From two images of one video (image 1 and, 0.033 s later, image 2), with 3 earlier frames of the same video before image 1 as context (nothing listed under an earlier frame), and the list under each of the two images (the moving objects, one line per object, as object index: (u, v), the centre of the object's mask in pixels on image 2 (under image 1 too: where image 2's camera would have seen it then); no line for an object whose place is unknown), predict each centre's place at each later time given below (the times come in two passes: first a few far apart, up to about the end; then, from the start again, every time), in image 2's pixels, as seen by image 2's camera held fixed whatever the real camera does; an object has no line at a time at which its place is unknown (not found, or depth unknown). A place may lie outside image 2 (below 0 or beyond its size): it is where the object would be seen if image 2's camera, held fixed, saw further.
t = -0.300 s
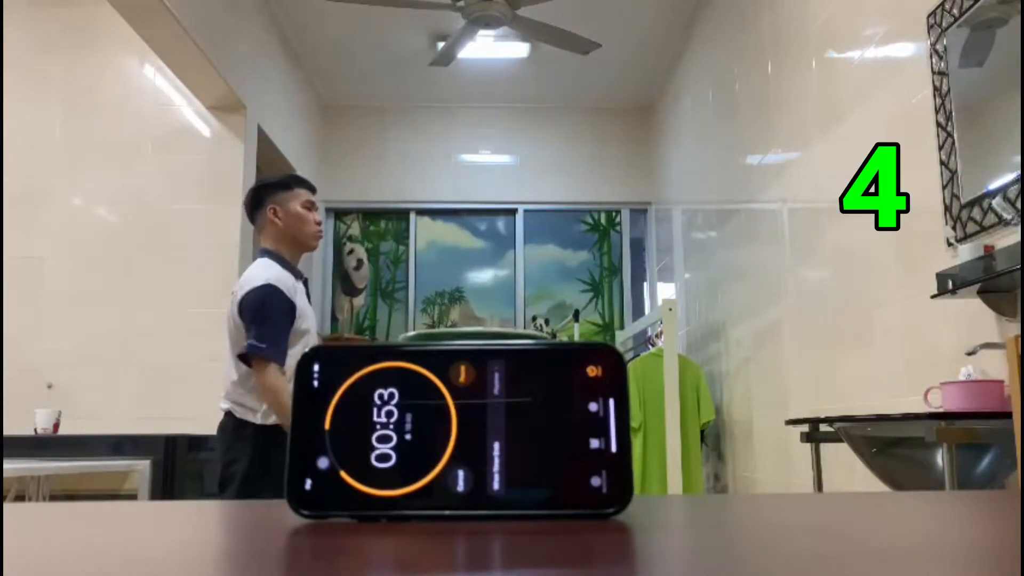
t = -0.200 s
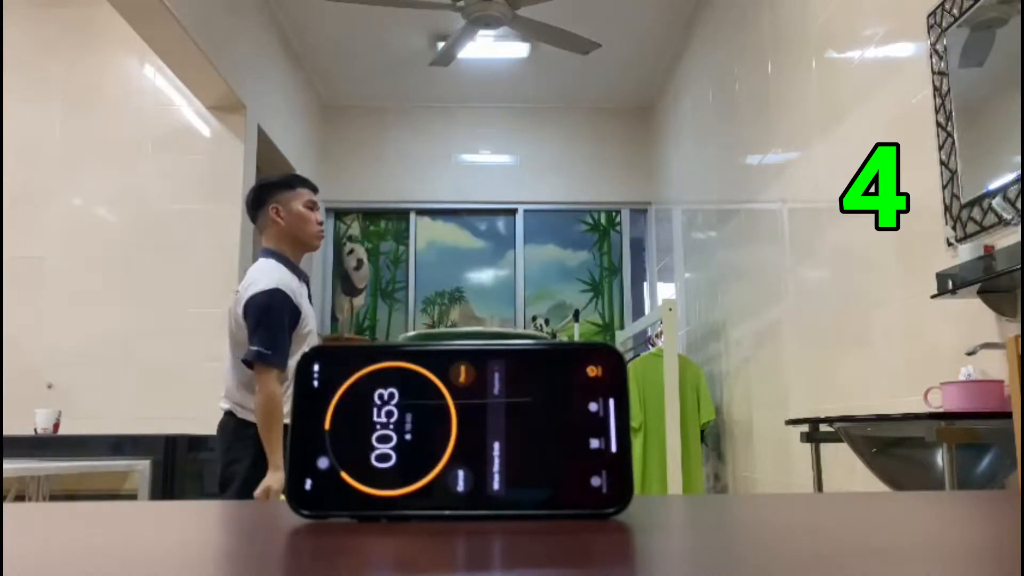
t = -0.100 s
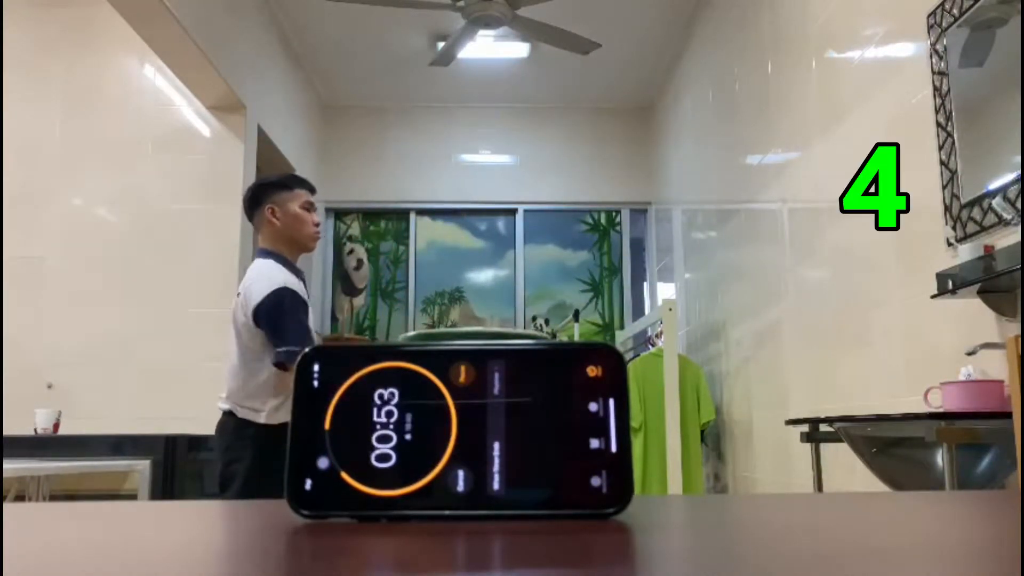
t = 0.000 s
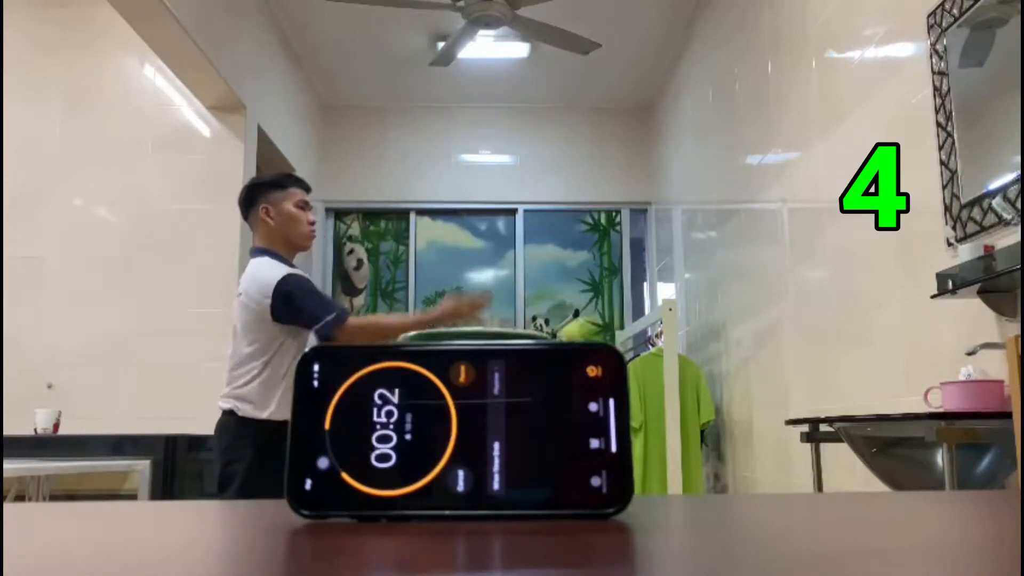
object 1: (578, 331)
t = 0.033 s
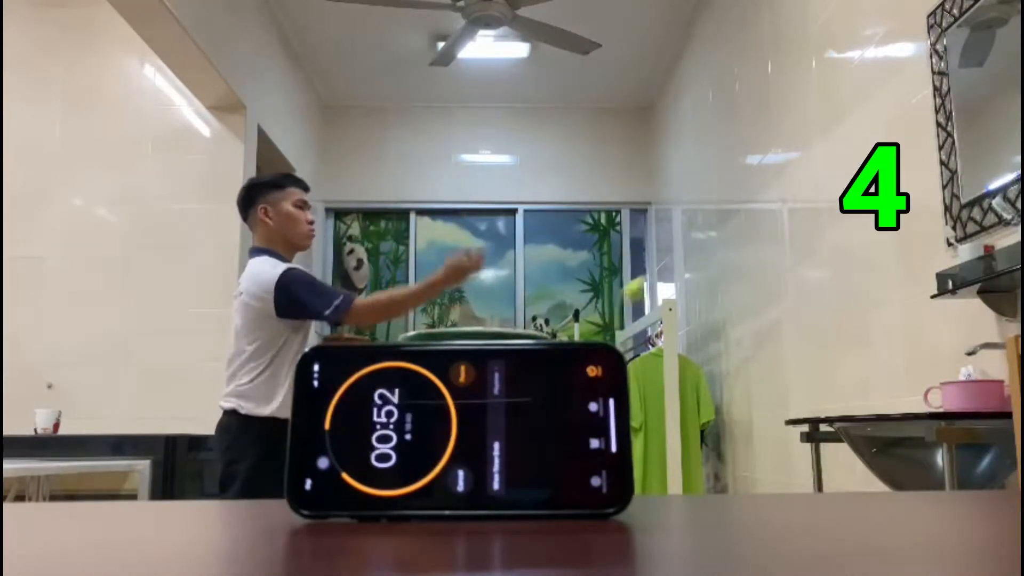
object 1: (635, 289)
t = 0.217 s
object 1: (758, 147)
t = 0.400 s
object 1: (556, 138)
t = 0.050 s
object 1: (665, 270)
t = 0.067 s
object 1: (697, 252)
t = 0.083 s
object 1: (725, 235)
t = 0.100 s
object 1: (756, 219)
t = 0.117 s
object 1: (785, 204)
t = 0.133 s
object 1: (814, 192)
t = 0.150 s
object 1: (838, 179)
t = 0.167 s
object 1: (818, 169)
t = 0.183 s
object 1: (798, 161)
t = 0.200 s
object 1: (778, 153)
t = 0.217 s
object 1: (758, 147)
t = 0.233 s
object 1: (739, 142)
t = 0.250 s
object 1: (721, 138)
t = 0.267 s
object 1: (702, 134)
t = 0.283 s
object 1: (684, 132)
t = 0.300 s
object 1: (664, 130)
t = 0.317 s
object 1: (646, 129)
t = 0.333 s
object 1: (627, 129)
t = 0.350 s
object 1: (610, 129)
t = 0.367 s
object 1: (592, 132)
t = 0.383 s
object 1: (574, 134)
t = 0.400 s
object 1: (556, 138)
